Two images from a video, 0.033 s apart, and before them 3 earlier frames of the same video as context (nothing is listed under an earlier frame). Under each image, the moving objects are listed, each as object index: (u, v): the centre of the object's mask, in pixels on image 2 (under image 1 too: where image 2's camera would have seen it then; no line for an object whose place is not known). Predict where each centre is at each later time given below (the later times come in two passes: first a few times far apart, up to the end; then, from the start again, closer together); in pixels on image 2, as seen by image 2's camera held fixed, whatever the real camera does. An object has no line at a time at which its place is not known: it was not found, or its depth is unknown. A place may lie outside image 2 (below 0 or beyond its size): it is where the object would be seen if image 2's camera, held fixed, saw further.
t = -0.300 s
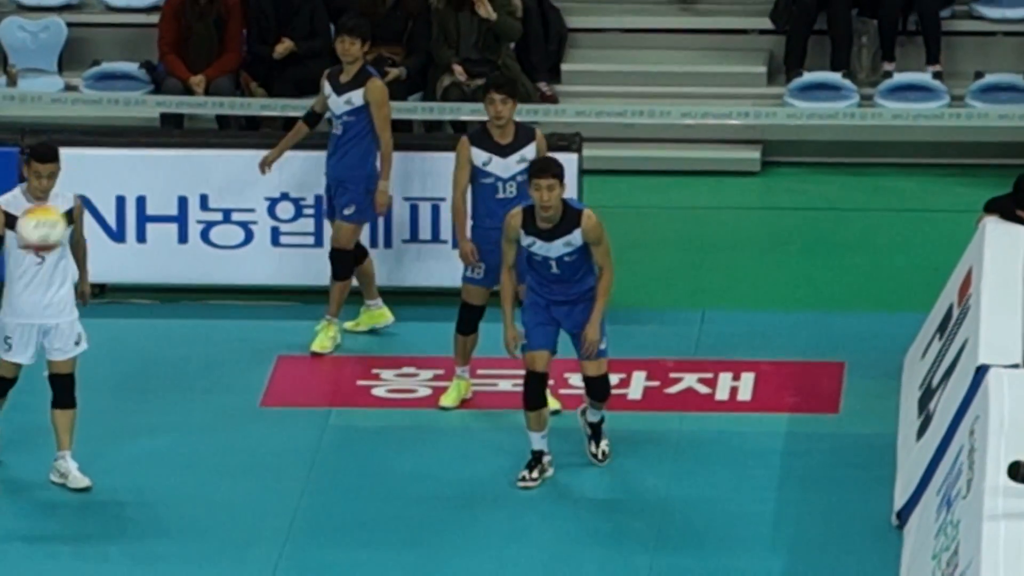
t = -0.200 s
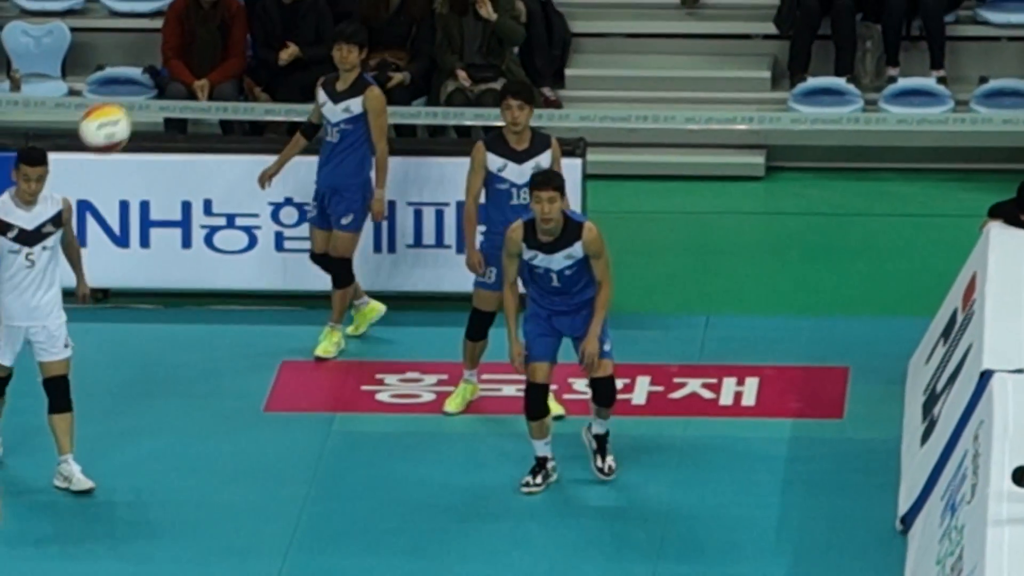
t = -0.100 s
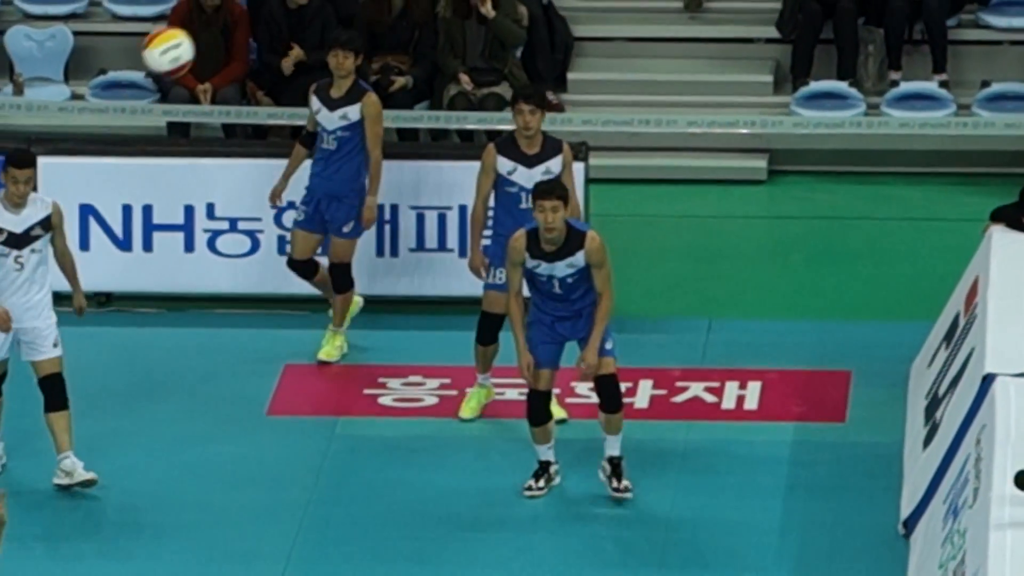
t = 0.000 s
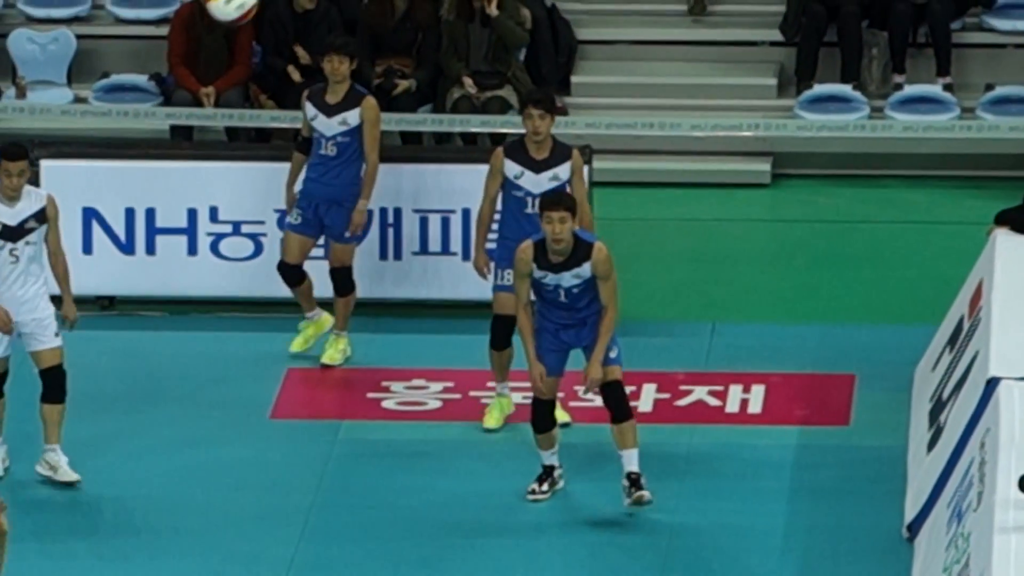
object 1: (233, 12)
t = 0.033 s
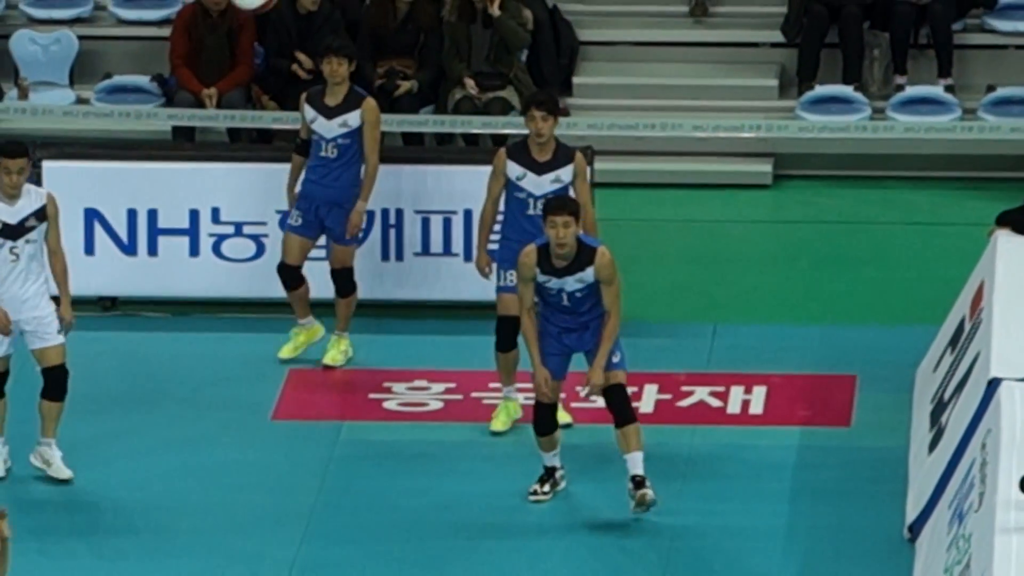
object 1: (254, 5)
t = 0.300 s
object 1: (413, -5)
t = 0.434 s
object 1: (497, 30)
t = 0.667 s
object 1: (636, 226)
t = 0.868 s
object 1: (749, 487)
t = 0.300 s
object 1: (413, -5)
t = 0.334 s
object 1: (437, -1)
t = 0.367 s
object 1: (457, 4)
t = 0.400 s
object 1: (476, 12)
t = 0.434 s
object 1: (497, 30)
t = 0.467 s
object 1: (517, 51)
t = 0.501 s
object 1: (537, 74)
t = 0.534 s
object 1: (557, 98)
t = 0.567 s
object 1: (578, 128)
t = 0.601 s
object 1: (597, 159)
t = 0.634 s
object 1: (617, 191)
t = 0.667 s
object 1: (636, 226)
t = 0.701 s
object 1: (656, 264)
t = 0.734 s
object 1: (675, 304)
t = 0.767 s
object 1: (694, 347)
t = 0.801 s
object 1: (713, 391)
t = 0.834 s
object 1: (730, 439)
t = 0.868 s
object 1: (749, 487)
